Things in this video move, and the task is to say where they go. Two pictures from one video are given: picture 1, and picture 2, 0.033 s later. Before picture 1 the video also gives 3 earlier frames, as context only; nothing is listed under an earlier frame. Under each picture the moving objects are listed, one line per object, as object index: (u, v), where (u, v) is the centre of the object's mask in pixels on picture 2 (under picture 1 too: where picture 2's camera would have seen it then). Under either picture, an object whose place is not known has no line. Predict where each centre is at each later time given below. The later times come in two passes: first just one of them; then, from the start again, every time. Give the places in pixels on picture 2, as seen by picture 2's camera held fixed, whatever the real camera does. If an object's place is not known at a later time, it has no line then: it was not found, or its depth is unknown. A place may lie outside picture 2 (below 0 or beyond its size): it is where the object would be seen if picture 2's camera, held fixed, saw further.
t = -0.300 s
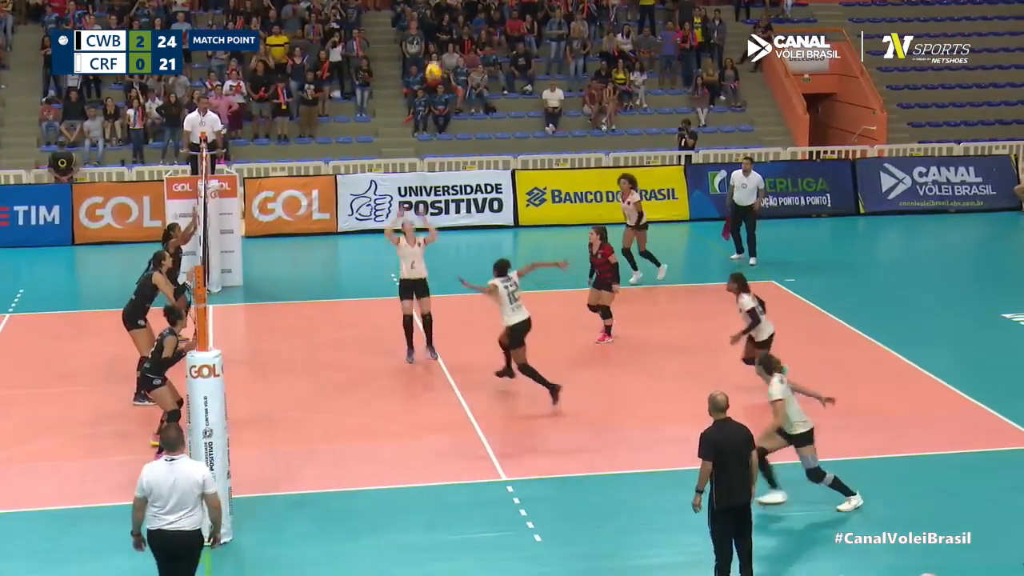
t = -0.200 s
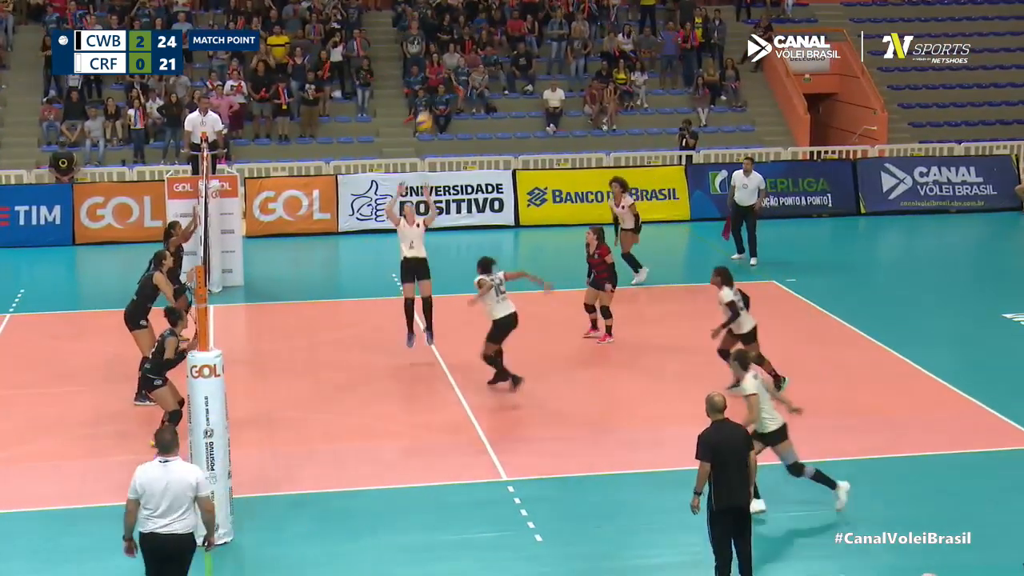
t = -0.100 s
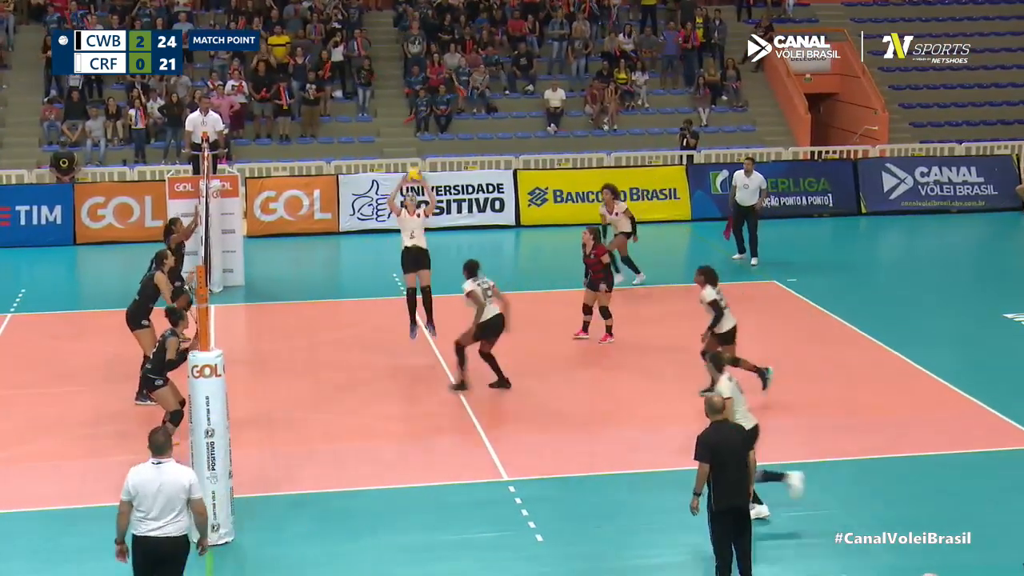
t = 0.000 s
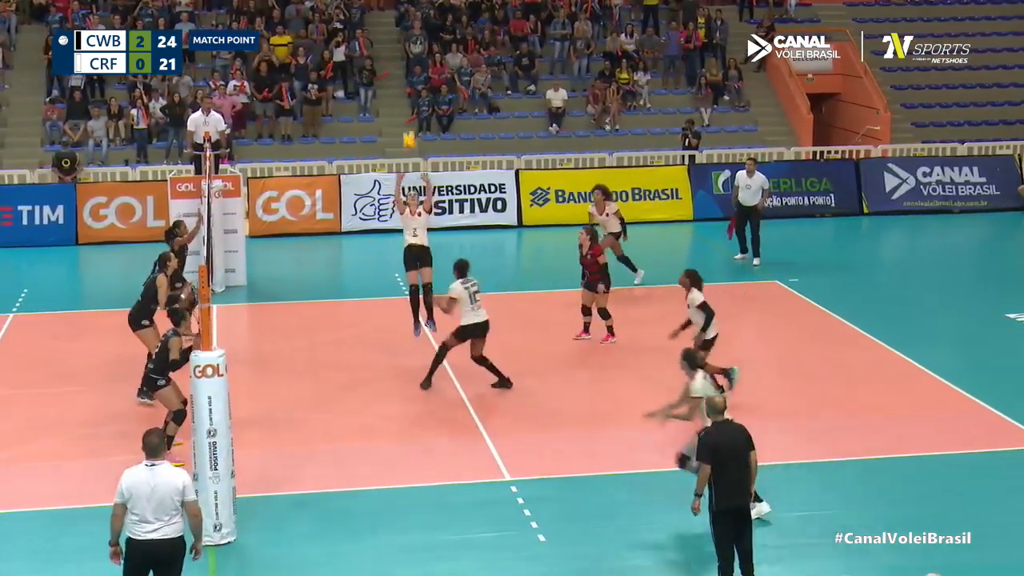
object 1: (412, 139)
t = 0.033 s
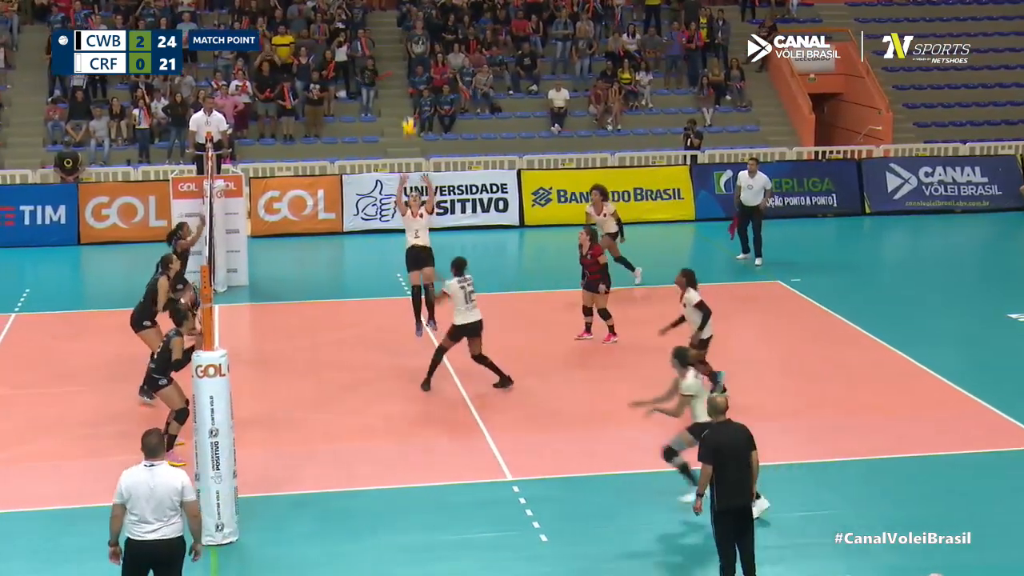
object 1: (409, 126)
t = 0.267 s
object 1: (395, 52)
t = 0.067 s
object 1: (408, 113)
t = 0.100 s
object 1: (406, 102)
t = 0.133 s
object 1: (403, 91)
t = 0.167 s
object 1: (400, 80)
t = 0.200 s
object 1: (400, 69)
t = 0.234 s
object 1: (397, 61)
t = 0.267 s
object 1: (395, 52)
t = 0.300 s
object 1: (394, 45)
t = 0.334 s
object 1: (391, 38)
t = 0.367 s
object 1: (392, 32)
